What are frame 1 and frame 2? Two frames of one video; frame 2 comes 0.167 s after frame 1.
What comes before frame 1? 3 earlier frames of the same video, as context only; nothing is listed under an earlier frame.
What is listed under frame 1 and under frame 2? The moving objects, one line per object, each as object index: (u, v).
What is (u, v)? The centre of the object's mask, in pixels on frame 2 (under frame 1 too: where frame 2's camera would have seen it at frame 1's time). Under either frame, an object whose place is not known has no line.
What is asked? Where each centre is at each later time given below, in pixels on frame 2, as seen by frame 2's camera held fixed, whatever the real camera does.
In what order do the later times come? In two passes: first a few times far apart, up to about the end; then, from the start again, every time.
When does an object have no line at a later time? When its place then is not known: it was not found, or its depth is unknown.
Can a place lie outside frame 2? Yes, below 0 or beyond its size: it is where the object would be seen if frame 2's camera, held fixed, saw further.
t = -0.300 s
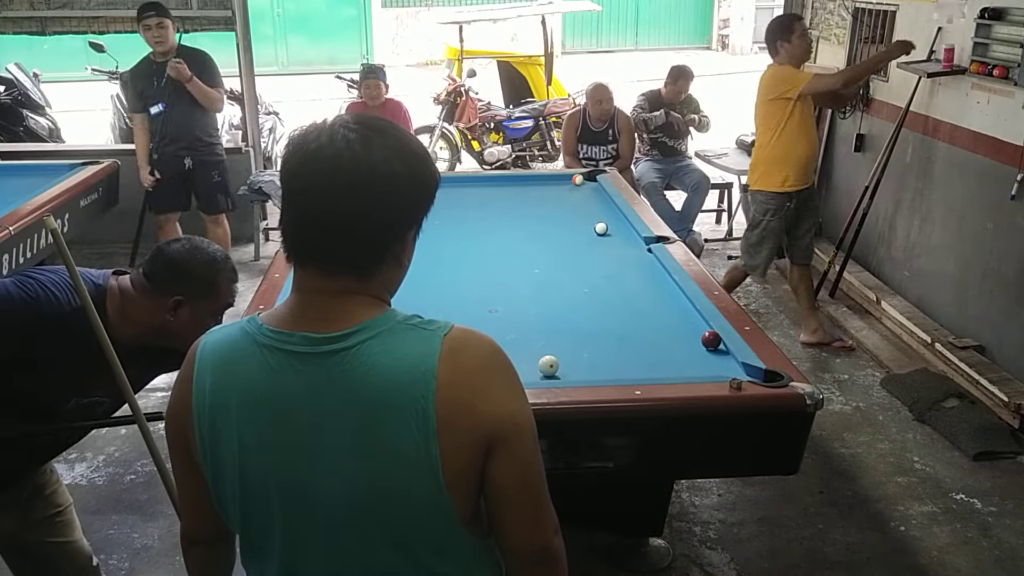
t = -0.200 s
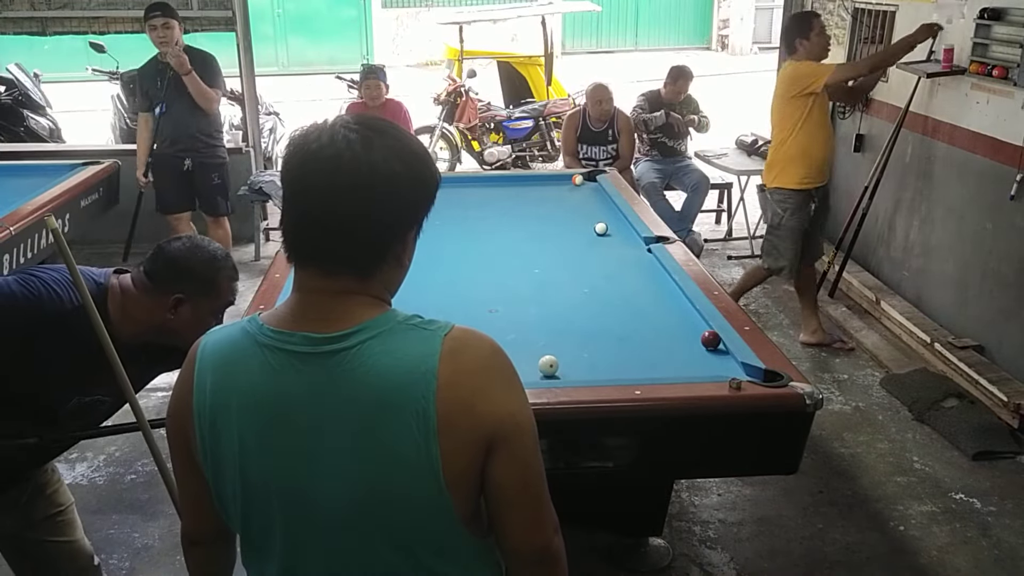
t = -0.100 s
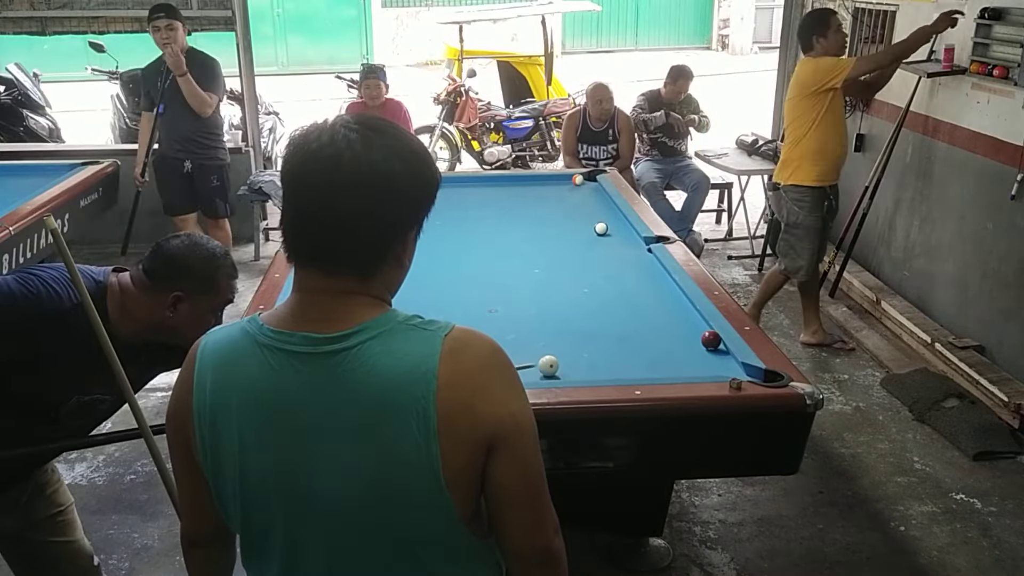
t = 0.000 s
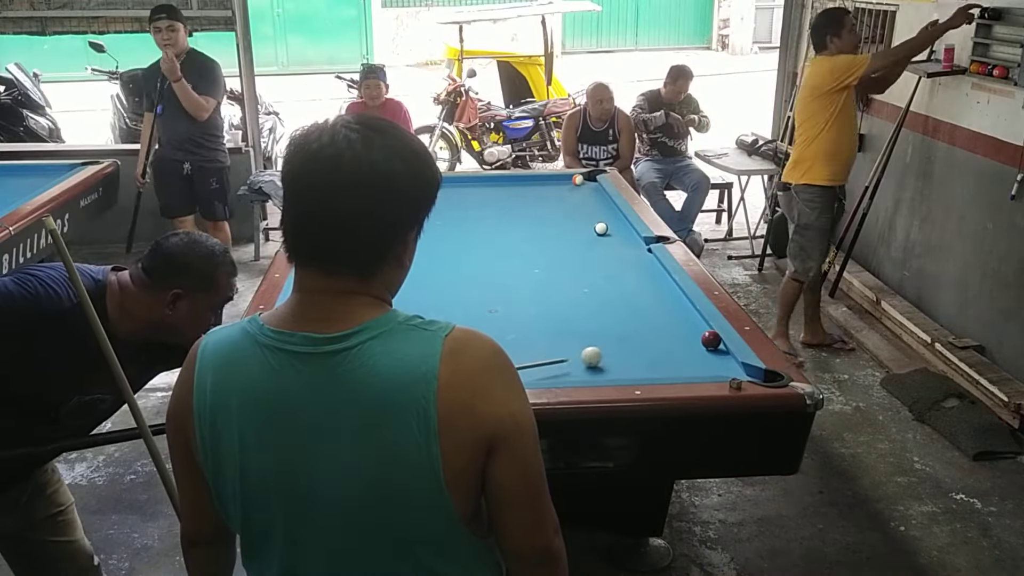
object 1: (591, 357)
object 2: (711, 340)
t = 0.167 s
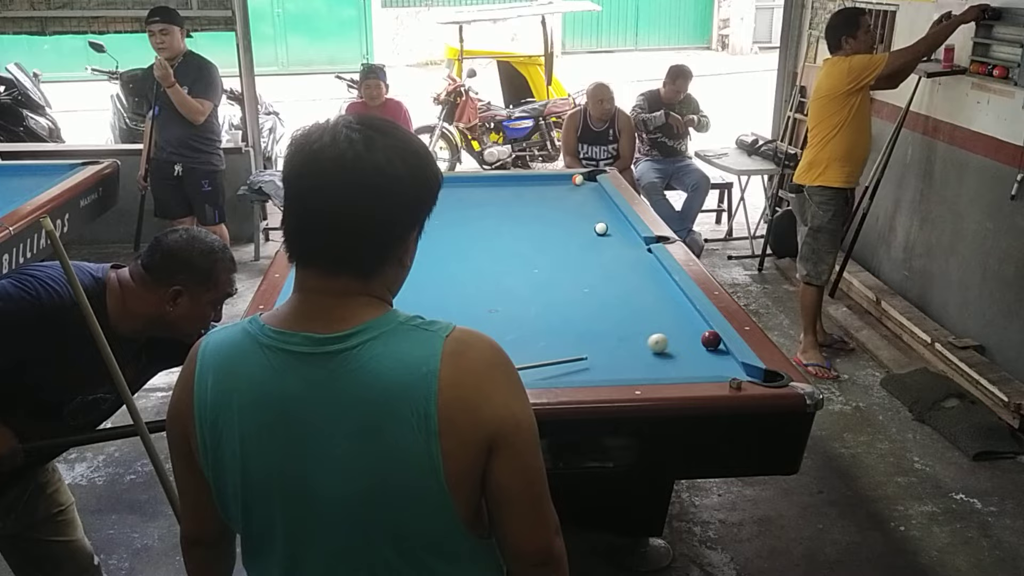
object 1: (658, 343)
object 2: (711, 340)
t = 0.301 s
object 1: (696, 331)
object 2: (709, 341)
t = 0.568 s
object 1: (655, 310)
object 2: (687, 346)
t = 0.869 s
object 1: (603, 291)
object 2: (664, 352)
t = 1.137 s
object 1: (563, 276)
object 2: (645, 356)
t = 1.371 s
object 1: (532, 265)
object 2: (630, 359)
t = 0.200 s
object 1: (670, 341)
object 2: (711, 340)
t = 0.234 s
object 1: (683, 338)
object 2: (711, 340)
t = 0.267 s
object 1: (692, 335)
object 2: (712, 340)
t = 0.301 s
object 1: (696, 331)
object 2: (709, 341)
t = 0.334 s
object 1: (701, 326)
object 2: (706, 342)
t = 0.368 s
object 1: (695, 325)
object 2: (703, 342)
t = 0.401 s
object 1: (688, 323)
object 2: (700, 343)
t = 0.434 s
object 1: (681, 320)
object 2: (698, 343)
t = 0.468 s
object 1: (674, 318)
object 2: (695, 344)
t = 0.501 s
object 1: (668, 315)
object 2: (692, 345)
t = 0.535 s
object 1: (661, 313)
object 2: (689, 345)
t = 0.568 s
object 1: (655, 310)
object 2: (687, 346)
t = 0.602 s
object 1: (649, 308)
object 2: (684, 346)
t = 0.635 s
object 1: (643, 306)
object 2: (681, 347)
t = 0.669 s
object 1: (637, 304)
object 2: (679, 348)
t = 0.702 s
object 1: (631, 301)
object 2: (676, 348)
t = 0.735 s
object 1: (625, 299)
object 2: (674, 349)
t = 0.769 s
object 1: (619, 297)
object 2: (671, 350)
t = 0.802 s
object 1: (614, 295)
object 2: (669, 350)
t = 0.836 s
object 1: (608, 293)
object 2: (666, 351)
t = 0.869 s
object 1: (603, 291)
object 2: (664, 352)
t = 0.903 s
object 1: (598, 289)
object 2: (661, 352)
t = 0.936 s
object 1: (592, 288)
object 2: (659, 352)
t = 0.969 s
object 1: (587, 286)
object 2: (657, 353)
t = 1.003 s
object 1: (582, 284)
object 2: (654, 354)
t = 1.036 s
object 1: (577, 282)
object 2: (652, 354)
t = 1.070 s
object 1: (572, 280)
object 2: (650, 355)
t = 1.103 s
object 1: (568, 278)
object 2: (648, 355)
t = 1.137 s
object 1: (563, 276)
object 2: (645, 356)
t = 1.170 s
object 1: (558, 275)
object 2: (643, 356)
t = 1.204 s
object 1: (554, 273)
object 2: (641, 357)
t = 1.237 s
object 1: (549, 272)
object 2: (639, 357)
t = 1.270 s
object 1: (545, 270)
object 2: (636, 358)
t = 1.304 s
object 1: (541, 268)
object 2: (634, 358)
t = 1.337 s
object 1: (536, 267)
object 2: (632, 359)
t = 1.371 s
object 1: (532, 265)
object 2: (630, 359)
